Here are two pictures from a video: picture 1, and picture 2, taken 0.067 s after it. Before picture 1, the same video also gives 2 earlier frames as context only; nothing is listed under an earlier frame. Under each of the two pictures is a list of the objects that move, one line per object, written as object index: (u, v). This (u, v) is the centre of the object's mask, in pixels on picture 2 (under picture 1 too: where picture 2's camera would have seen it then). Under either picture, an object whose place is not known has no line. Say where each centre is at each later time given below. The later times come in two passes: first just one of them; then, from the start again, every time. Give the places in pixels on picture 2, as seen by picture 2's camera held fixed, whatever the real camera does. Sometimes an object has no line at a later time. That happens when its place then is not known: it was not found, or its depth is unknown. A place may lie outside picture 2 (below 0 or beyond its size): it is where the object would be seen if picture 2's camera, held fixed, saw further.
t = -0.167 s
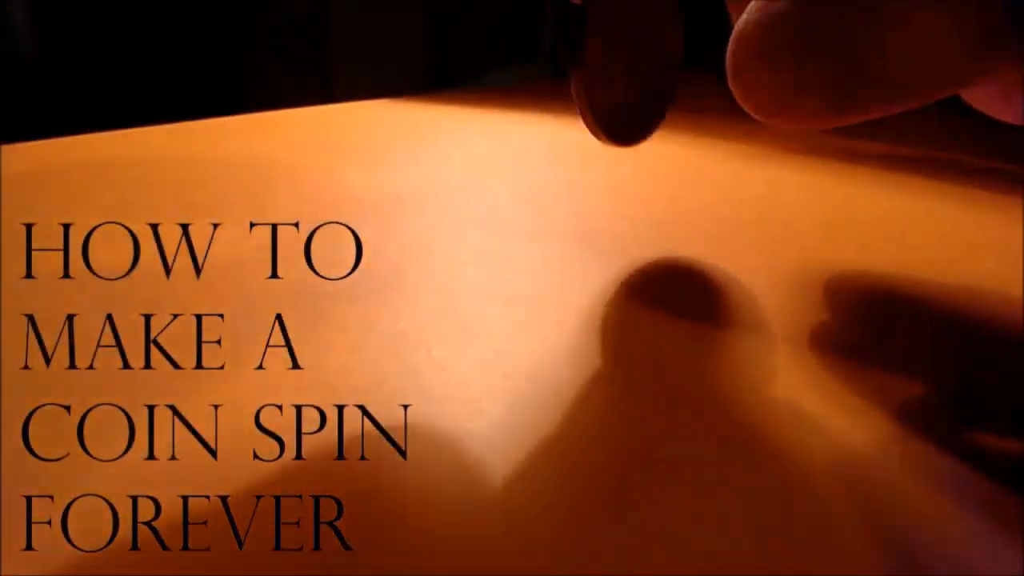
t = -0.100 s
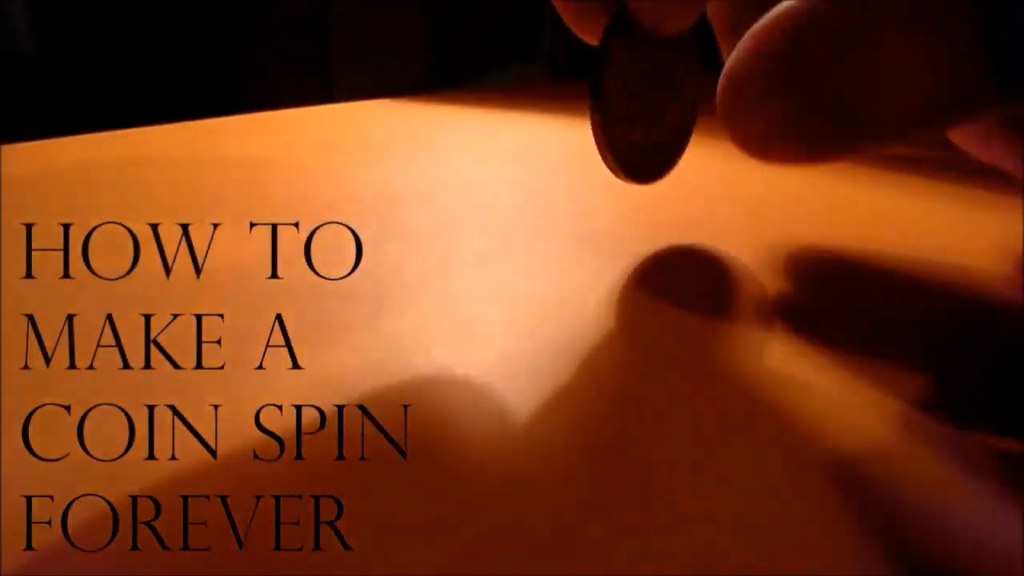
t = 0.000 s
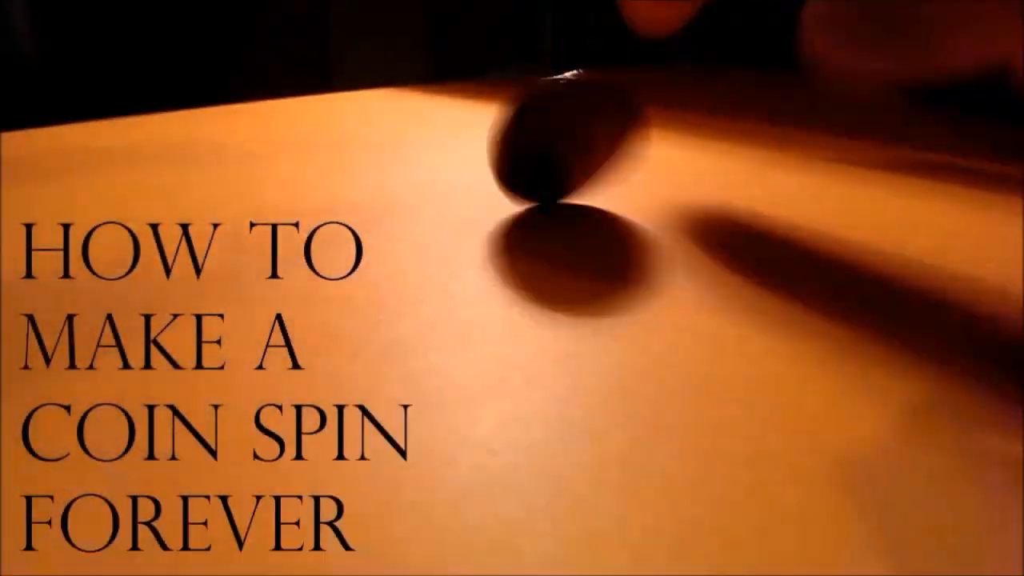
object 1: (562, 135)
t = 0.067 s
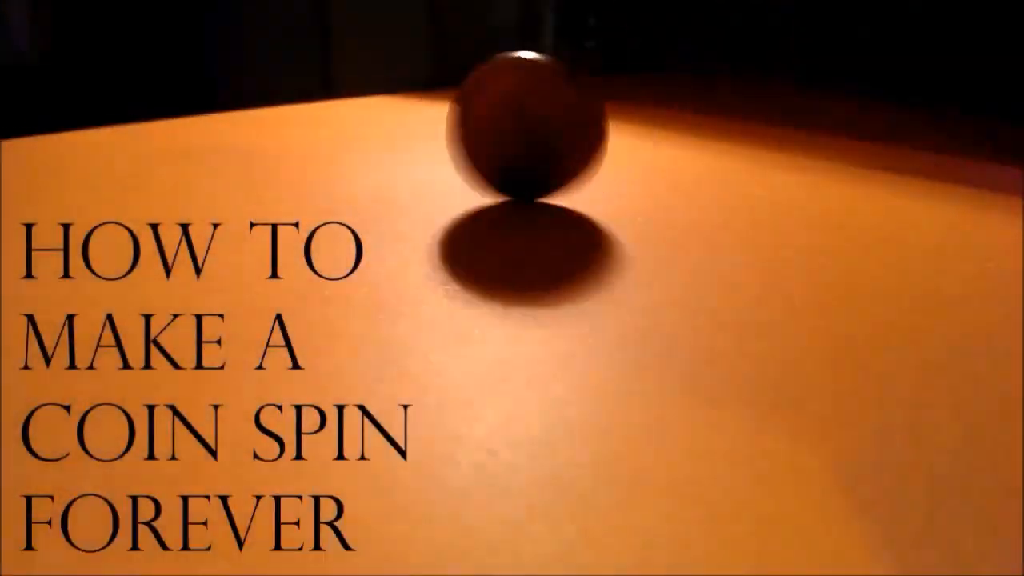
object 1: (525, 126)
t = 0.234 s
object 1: (515, 133)
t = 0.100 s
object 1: (514, 128)
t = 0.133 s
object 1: (503, 127)
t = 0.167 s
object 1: (501, 132)
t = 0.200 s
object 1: (504, 130)
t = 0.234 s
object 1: (515, 133)
